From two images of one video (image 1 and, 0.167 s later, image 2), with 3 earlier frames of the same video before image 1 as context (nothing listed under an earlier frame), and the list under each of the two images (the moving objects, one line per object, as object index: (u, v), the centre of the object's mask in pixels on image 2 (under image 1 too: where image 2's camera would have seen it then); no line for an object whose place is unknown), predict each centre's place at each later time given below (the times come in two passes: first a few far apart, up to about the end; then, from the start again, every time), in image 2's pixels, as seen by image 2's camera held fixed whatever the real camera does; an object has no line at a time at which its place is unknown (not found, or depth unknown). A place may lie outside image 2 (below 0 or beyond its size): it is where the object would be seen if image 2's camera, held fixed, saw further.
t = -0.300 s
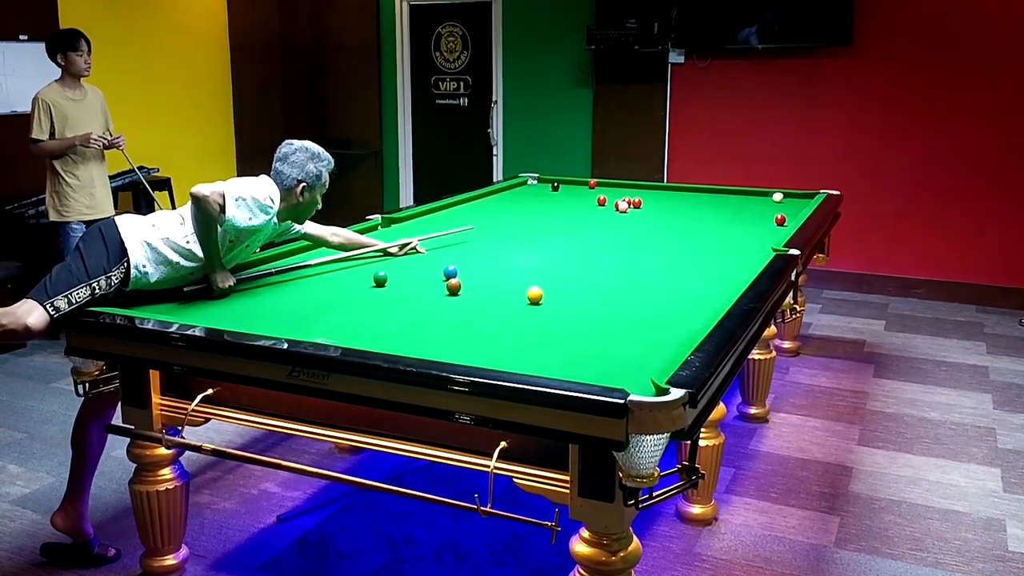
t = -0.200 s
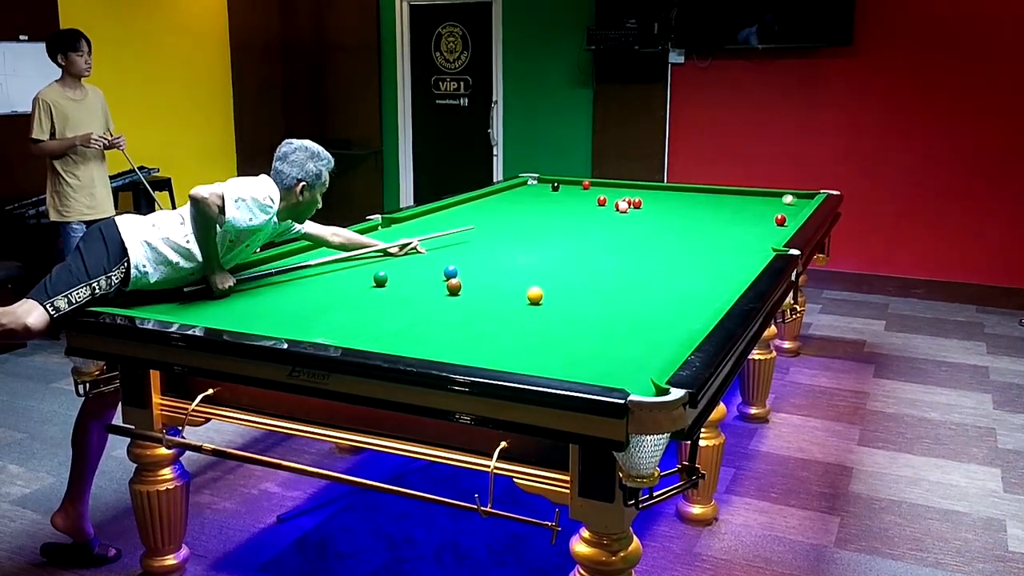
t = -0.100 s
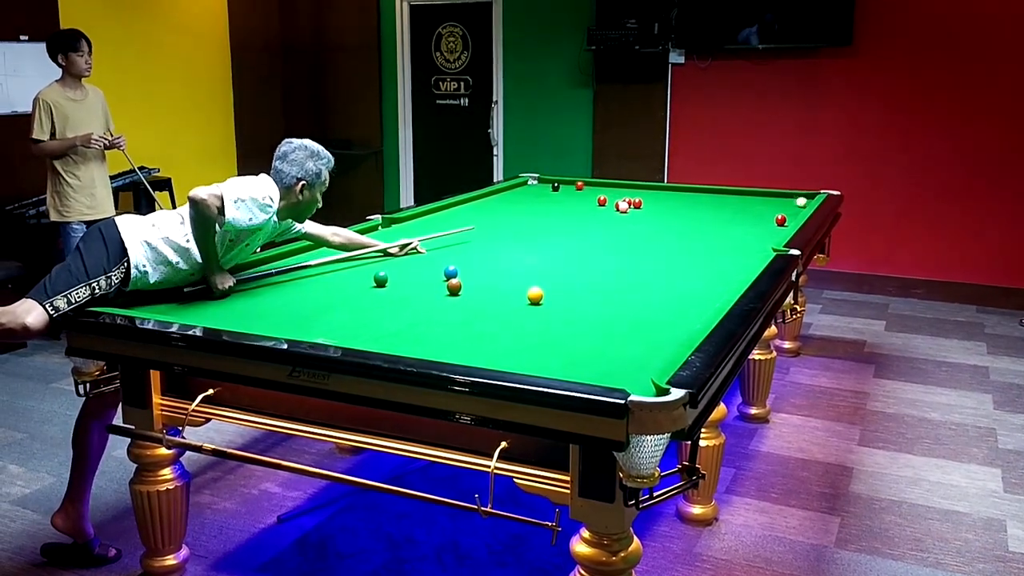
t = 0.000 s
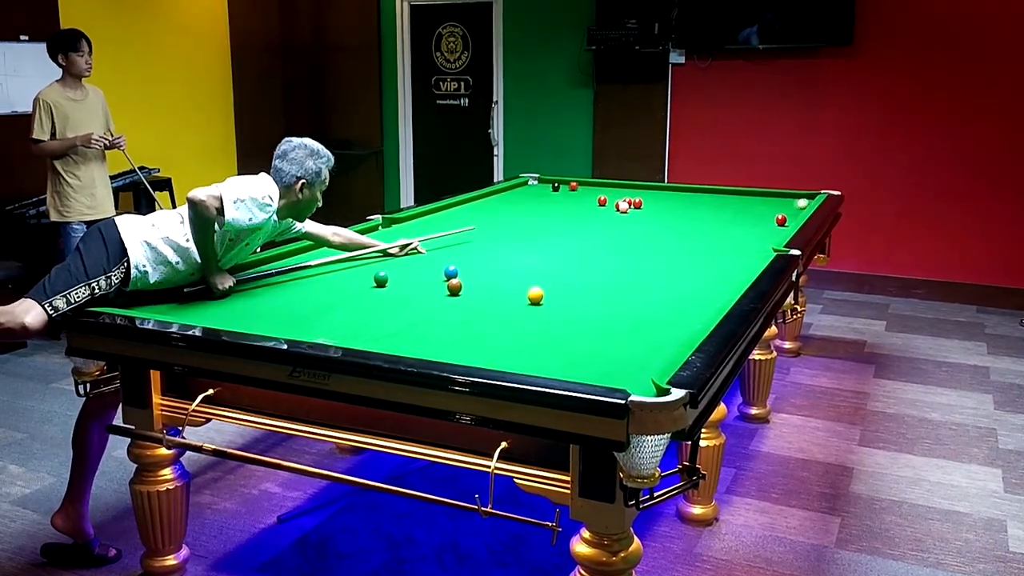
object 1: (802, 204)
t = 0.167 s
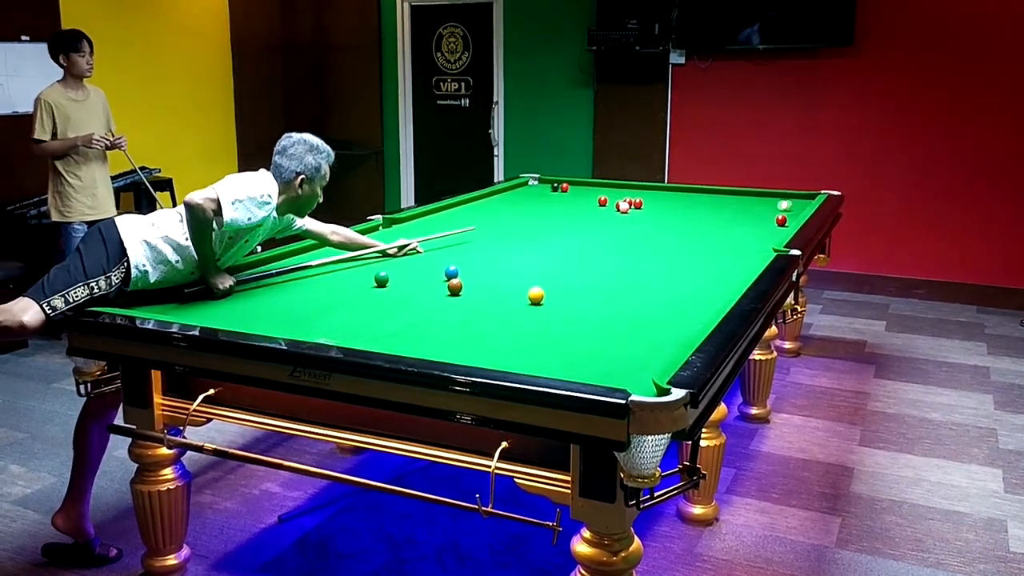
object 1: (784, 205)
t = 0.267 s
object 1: (774, 206)
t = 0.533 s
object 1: (747, 209)
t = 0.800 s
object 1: (722, 211)
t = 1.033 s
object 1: (699, 214)
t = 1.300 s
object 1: (672, 217)
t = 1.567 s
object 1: (648, 219)
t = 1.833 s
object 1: (622, 222)
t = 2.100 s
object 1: (596, 225)
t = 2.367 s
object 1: (573, 227)
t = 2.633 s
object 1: (548, 230)
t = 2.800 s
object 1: (534, 231)
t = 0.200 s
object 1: (781, 205)
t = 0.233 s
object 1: (778, 206)
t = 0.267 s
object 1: (774, 206)
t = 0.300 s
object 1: (771, 207)
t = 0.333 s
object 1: (767, 207)
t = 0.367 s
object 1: (764, 207)
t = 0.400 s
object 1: (761, 208)
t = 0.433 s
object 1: (758, 208)
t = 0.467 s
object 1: (755, 208)
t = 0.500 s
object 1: (751, 209)
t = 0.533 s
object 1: (747, 209)
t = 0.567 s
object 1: (745, 209)
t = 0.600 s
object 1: (741, 210)
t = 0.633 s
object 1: (738, 210)
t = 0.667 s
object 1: (734, 210)
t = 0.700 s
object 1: (731, 211)
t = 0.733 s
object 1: (727, 211)
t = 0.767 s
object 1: (725, 211)
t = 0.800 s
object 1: (722, 211)
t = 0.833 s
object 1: (718, 212)
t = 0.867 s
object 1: (715, 212)
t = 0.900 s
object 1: (711, 213)
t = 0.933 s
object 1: (708, 213)
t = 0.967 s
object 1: (705, 213)
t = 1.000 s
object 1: (701, 214)
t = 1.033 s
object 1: (699, 214)
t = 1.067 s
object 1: (695, 214)
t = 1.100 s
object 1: (692, 215)
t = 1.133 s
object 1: (689, 215)
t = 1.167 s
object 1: (686, 216)
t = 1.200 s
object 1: (683, 216)
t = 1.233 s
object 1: (679, 216)
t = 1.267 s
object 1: (676, 216)
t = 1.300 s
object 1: (672, 217)
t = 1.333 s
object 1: (669, 217)
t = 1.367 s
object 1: (666, 217)
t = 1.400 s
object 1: (663, 218)
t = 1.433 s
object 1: (660, 218)
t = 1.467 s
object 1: (657, 218)
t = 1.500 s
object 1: (653, 219)
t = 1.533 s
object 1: (650, 219)
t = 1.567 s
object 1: (648, 219)
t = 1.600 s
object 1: (644, 220)
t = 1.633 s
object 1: (641, 220)
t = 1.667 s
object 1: (637, 220)
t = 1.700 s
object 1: (634, 221)
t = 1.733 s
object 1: (631, 221)
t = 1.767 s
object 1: (628, 221)
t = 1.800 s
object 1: (625, 222)
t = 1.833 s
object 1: (622, 222)
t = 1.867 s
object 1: (619, 222)
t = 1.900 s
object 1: (615, 223)
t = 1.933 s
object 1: (612, 223)
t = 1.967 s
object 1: (610, 224)
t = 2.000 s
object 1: (607, 224)
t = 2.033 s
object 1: (603, 224)
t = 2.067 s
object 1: (600, 224)
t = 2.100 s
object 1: (596, 225)
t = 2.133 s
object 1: (593, 225)
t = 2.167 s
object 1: (592, 225)
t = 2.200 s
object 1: (588, 226)
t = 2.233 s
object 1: (585, 226)
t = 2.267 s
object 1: (582, 226)
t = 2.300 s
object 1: (578, 227)
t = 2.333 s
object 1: (576, 227)
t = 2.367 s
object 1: (573, 227)
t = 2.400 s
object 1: (570, 228)
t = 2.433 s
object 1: (566, 228)
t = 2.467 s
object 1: (563, 228)
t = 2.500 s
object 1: (561, 229)
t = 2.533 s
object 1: (557, 229)
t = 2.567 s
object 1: (554, 229)
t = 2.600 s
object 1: (552, 229)
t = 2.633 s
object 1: (548, 230)
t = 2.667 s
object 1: (545, 230)
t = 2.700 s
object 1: (542, 230)
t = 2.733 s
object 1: (539, 230)
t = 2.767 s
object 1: (536, 231)
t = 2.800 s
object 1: (534, 231)
